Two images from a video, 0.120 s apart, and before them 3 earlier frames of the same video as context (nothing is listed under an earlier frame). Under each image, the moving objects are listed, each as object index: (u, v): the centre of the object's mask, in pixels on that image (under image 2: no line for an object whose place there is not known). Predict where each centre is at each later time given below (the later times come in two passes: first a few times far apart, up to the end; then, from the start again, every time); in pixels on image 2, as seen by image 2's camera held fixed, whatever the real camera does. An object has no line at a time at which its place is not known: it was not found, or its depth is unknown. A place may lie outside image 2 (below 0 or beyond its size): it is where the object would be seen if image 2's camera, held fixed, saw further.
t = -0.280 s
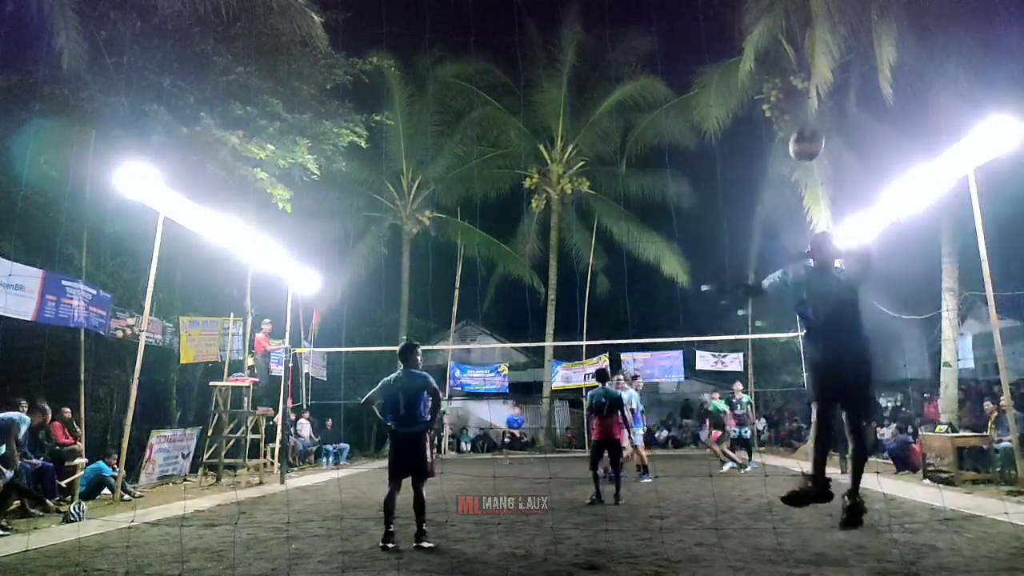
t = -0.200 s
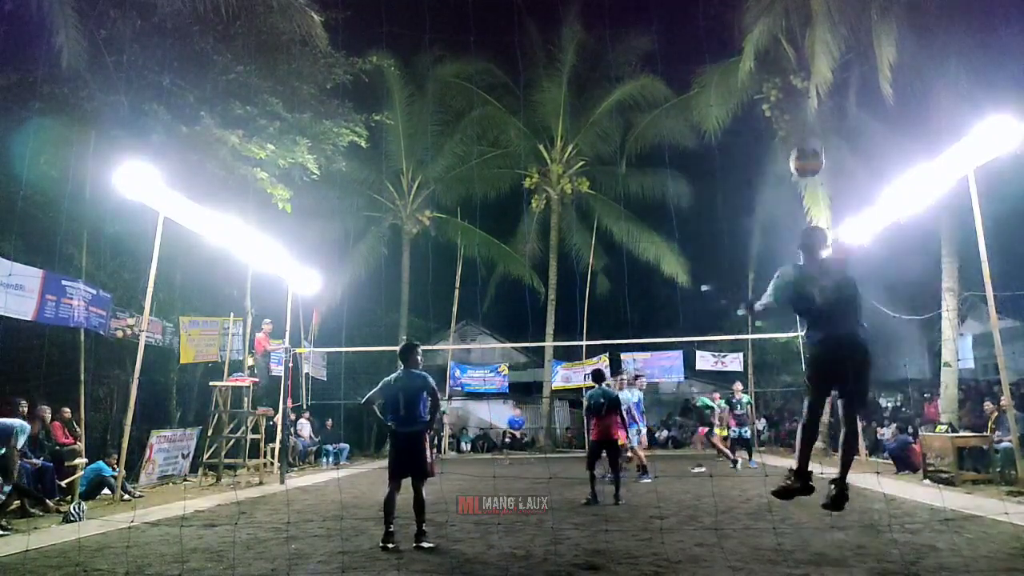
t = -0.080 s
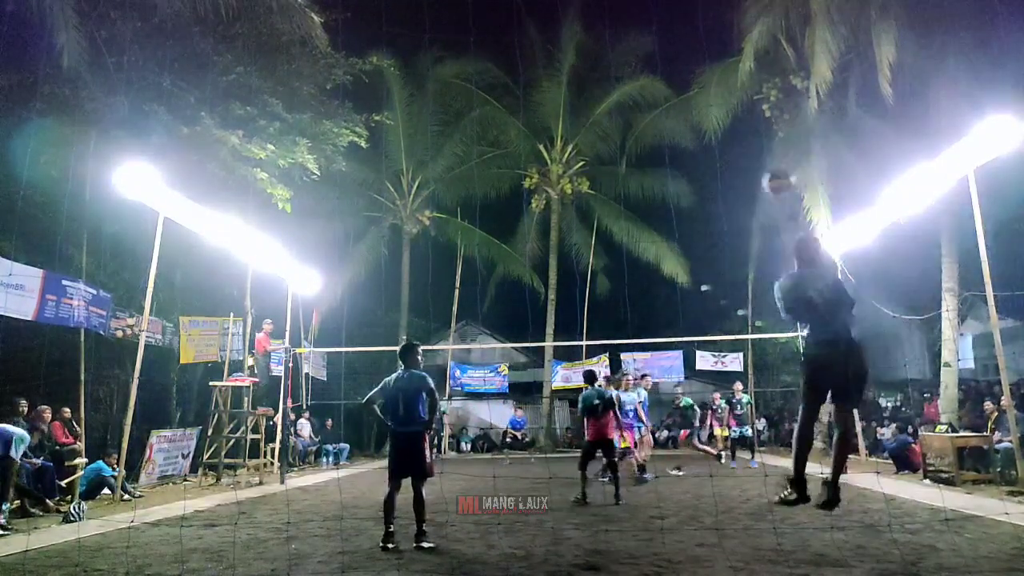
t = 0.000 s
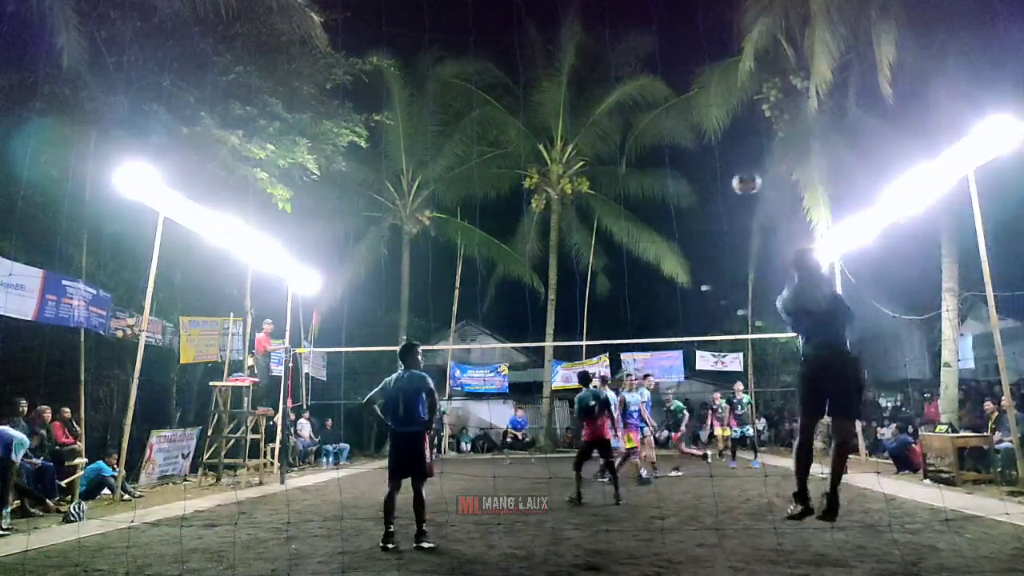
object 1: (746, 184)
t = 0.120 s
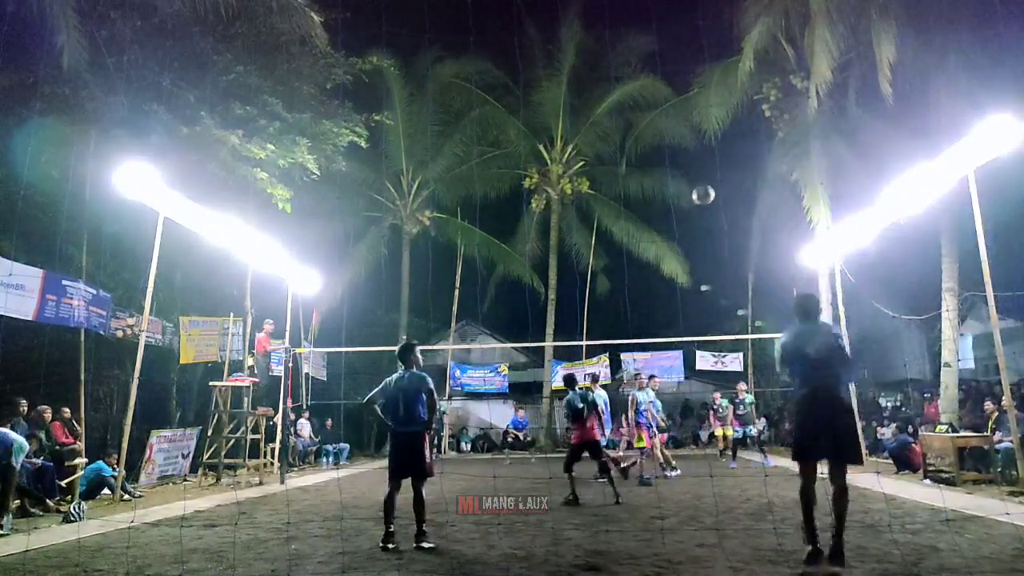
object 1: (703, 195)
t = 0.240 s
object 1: (678, 213)
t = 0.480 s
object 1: (648, 259)
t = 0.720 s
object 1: (630, 314)
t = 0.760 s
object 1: (628, 322)
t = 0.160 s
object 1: (695, 199)
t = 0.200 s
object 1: (688, 204)
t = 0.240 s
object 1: (678, 213)
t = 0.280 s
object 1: (672, 219)
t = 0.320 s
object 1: (667, 225)
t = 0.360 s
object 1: (661, 235)
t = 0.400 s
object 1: (657, 241)
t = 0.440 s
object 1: (653, 249)
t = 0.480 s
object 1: (648, 259)
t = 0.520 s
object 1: (645, 266)
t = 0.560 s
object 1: (641, 277)
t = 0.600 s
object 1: (638, 285)
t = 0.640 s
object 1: (636, 293)
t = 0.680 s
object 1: (632, 305)
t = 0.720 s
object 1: (630, 314)
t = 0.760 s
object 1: (628, 322)
